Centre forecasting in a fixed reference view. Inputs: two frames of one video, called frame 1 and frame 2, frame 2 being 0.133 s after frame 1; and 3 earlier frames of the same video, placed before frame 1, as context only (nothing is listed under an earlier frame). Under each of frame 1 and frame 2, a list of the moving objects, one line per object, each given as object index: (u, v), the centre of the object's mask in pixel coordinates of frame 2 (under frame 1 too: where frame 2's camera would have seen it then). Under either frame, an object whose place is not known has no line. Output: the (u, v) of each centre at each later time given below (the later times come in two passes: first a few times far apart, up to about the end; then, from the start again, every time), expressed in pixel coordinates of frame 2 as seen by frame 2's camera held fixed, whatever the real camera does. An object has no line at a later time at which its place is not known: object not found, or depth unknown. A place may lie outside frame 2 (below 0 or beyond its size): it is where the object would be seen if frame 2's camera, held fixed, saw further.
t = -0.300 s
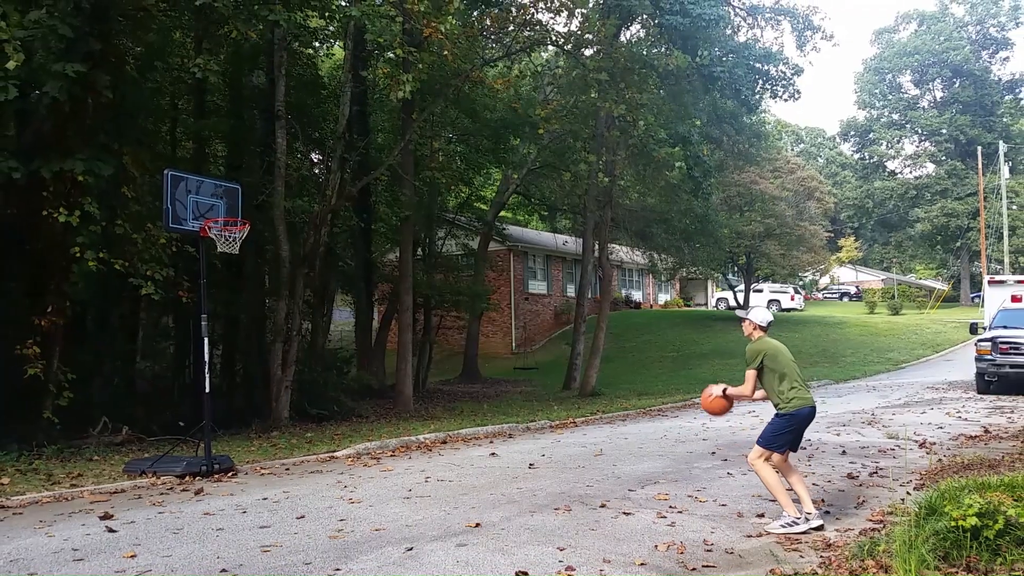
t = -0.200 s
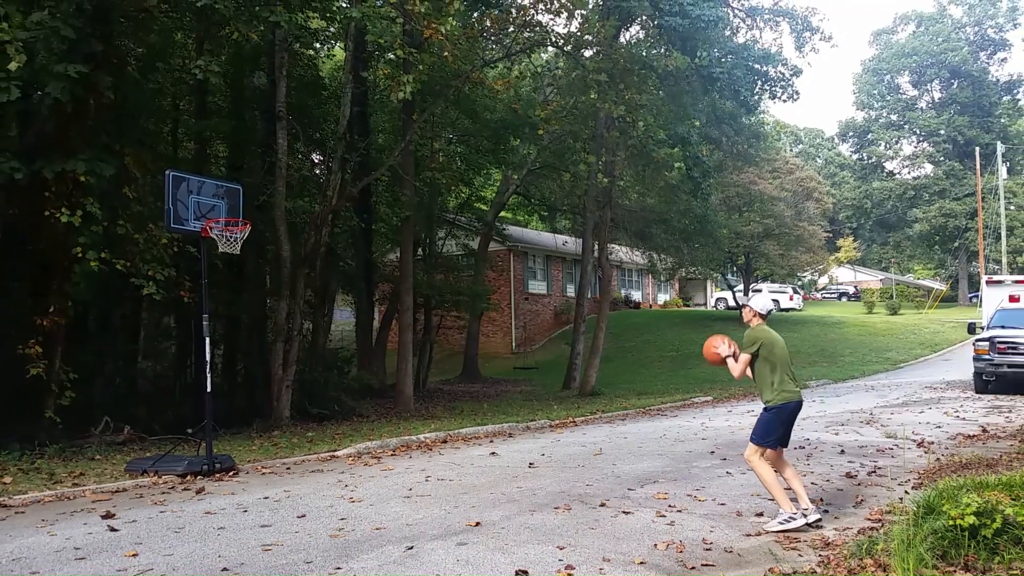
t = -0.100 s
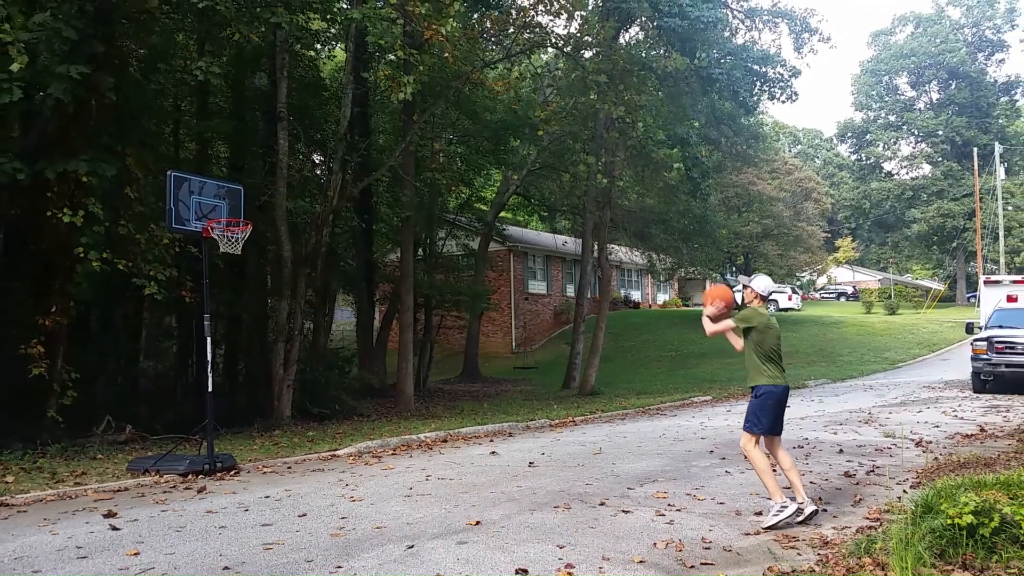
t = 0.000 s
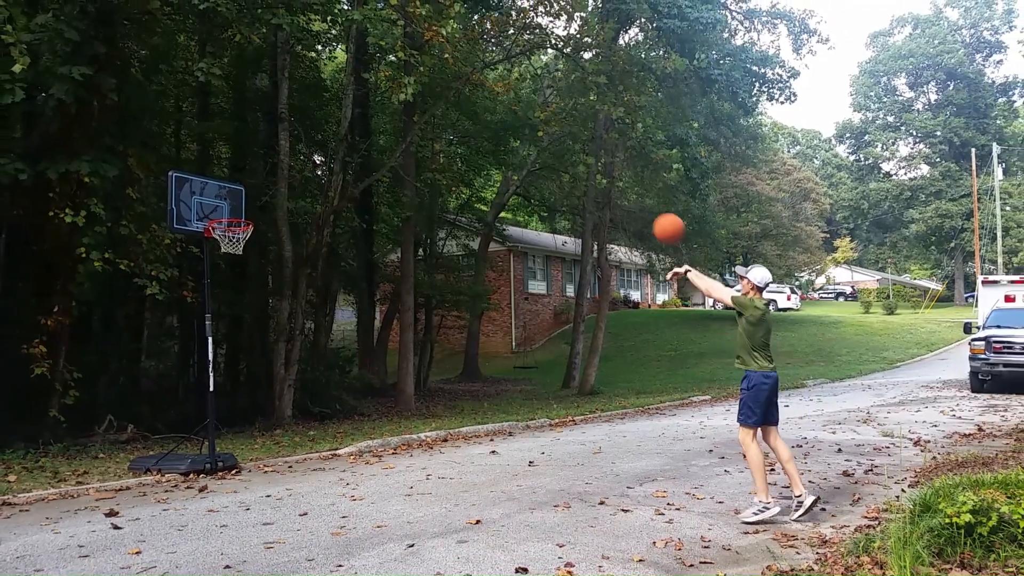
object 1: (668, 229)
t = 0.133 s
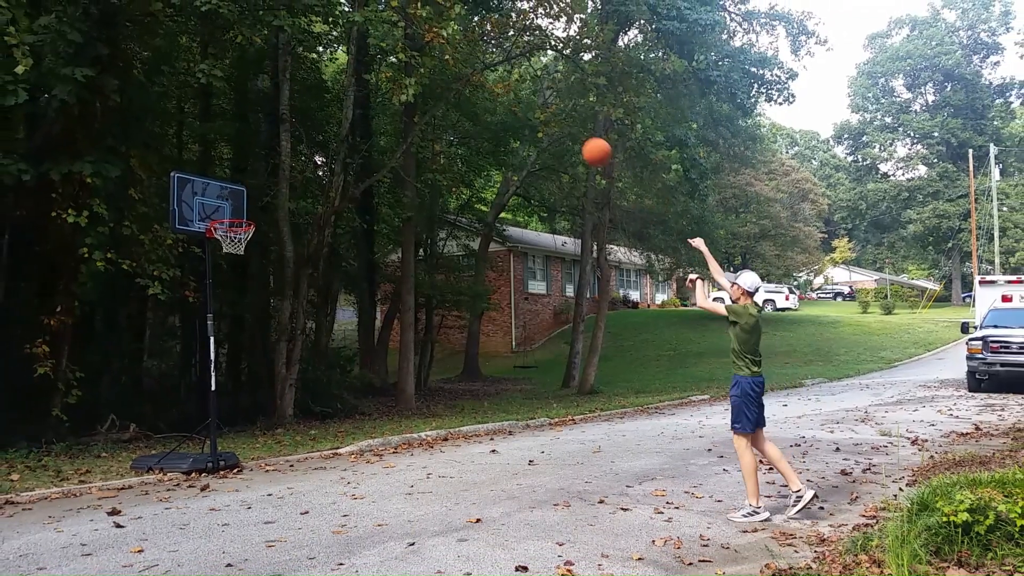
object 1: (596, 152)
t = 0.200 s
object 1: (564, 123)
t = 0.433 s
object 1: (465, 68)
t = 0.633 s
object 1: (393, 67)
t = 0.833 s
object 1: (331, 101)
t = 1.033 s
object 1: (277, 165)
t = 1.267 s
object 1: (229, 235)
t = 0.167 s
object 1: (580, 137)
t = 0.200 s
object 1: (564, 123)
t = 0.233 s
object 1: (549, 111)
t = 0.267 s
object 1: (534, 101)
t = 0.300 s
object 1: (519, 92)
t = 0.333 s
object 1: (506, 84)
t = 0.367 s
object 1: (491, 78)
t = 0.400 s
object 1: (478, 72)
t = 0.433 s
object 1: (465, 68)
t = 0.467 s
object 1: (452, 65)
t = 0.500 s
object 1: (440, 64)
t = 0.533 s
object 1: (428, 63)
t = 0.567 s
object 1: (416, 63)
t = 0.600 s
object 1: (405, 65)
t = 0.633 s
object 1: (393, 67)
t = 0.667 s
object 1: (382, 70)
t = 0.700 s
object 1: (371, 75)
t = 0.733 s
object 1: (361, 80)
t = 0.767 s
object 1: (351, 86)
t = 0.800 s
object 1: (341, 93)
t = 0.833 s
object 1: (331, 101)
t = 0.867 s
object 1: (322, 110)
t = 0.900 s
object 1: (312, 120)
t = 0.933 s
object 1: (303, 130)
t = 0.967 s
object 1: (294, 140)
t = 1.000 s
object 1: (285, 152)
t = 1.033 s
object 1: (277, 165)
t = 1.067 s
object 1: (268, 178)
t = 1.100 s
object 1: (259, 192)
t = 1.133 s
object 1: (250, 206)
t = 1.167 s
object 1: (242, 221)
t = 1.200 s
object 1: (233, 228)
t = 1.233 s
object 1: (225, 232)
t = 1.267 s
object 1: (229, 235)
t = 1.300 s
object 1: (236, 239)
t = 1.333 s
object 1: (243, 239)
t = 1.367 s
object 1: (247, 238)
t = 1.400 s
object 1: (250, 235)
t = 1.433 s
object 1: (252, 236)
